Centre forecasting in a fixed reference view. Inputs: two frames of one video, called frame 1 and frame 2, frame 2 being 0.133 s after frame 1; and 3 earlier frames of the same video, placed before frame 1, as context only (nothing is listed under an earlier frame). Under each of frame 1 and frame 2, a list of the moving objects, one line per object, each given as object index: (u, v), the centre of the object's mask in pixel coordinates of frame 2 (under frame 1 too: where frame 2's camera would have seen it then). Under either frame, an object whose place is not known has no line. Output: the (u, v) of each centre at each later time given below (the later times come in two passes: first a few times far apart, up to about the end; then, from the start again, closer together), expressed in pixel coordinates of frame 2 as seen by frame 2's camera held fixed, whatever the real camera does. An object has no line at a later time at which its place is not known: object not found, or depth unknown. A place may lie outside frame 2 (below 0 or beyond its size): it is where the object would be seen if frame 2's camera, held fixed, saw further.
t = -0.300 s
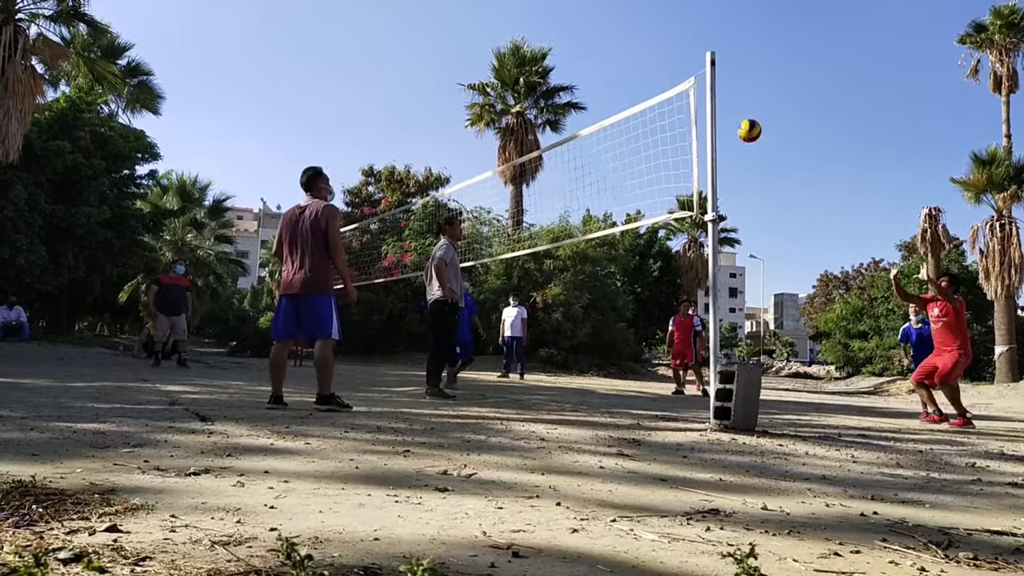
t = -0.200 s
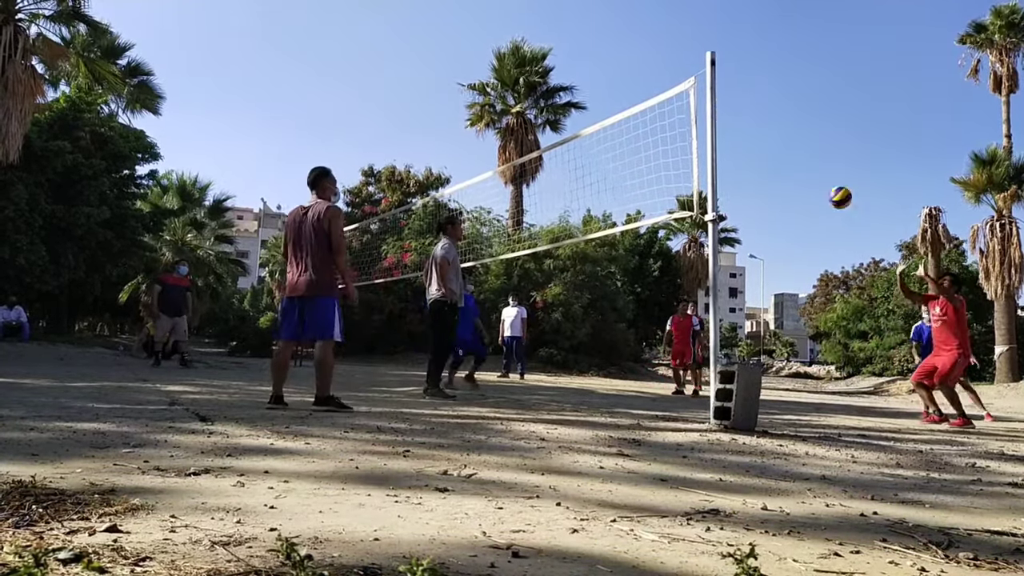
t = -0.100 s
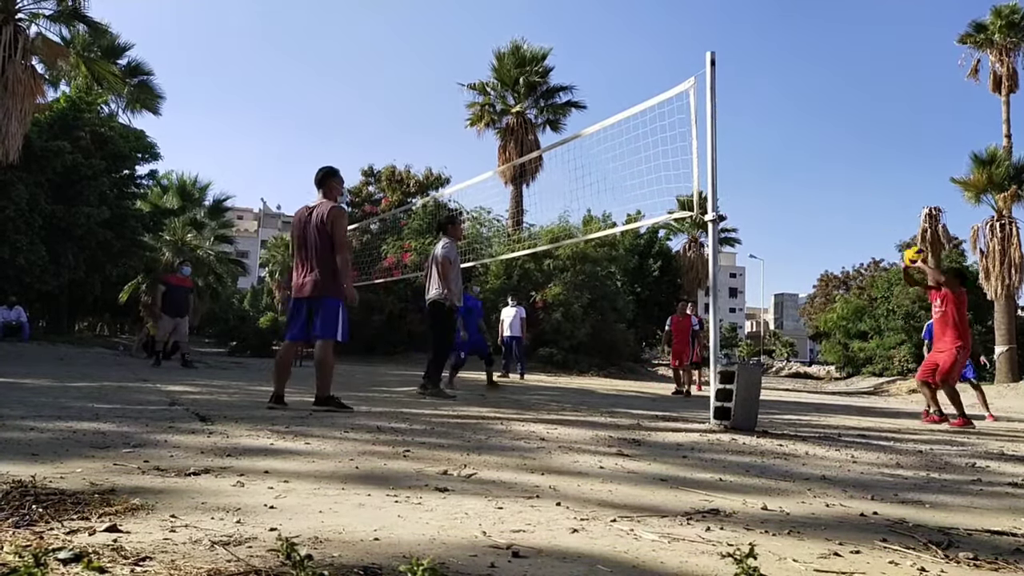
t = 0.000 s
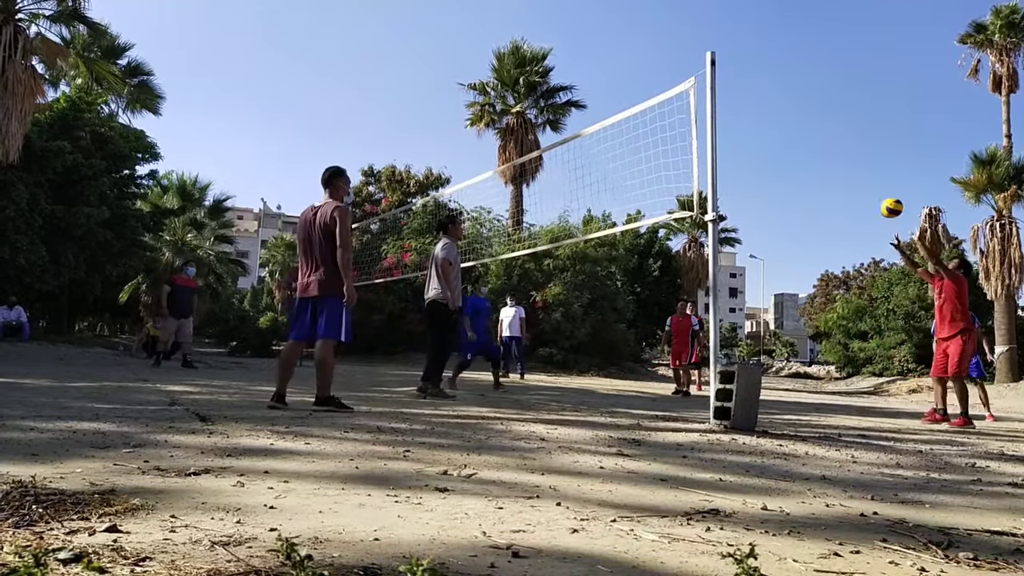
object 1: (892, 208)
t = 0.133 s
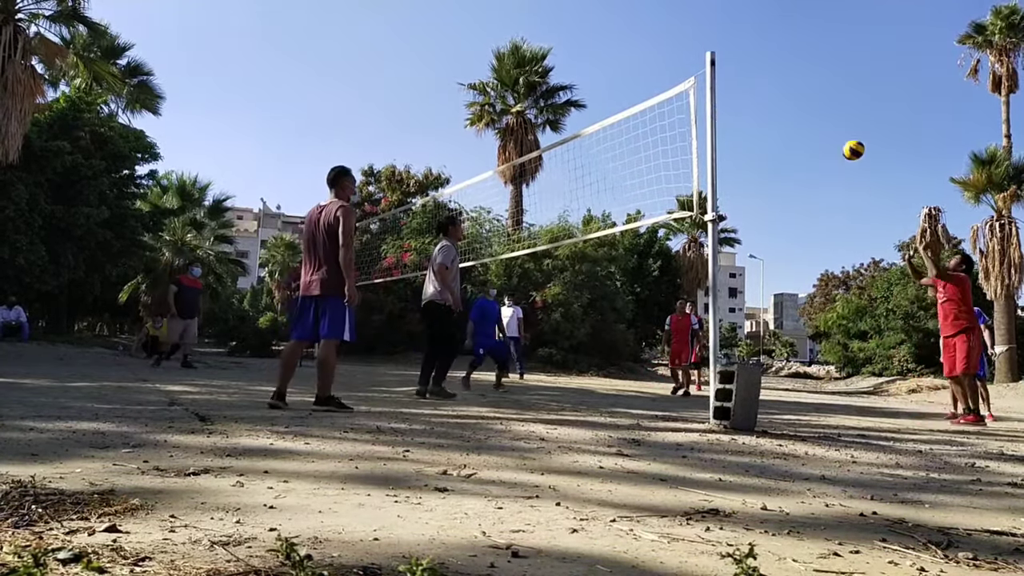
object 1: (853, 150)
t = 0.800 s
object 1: (683, 112)
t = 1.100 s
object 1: (613, 215)
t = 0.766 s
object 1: (692, 104)
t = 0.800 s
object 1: (683, 112)
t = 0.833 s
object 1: (676, 119)
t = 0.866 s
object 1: (668, 128)
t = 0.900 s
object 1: (660, 138)
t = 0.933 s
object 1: (651, 148)
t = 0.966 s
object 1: (644, 160)
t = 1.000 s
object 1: (637, 173)
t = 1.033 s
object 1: (628, 186)
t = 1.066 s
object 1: (621, 201)
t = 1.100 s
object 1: (613, 215)
